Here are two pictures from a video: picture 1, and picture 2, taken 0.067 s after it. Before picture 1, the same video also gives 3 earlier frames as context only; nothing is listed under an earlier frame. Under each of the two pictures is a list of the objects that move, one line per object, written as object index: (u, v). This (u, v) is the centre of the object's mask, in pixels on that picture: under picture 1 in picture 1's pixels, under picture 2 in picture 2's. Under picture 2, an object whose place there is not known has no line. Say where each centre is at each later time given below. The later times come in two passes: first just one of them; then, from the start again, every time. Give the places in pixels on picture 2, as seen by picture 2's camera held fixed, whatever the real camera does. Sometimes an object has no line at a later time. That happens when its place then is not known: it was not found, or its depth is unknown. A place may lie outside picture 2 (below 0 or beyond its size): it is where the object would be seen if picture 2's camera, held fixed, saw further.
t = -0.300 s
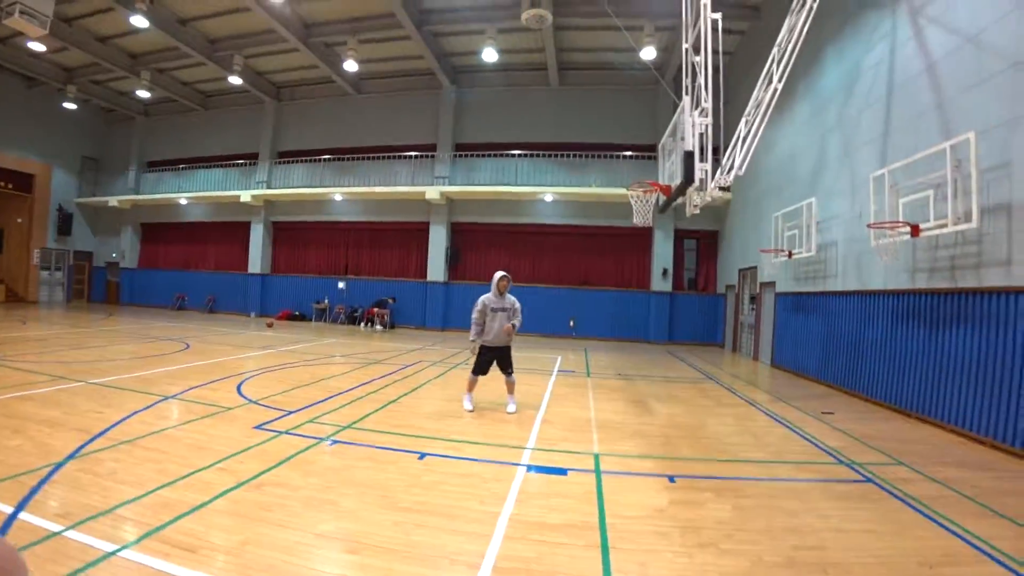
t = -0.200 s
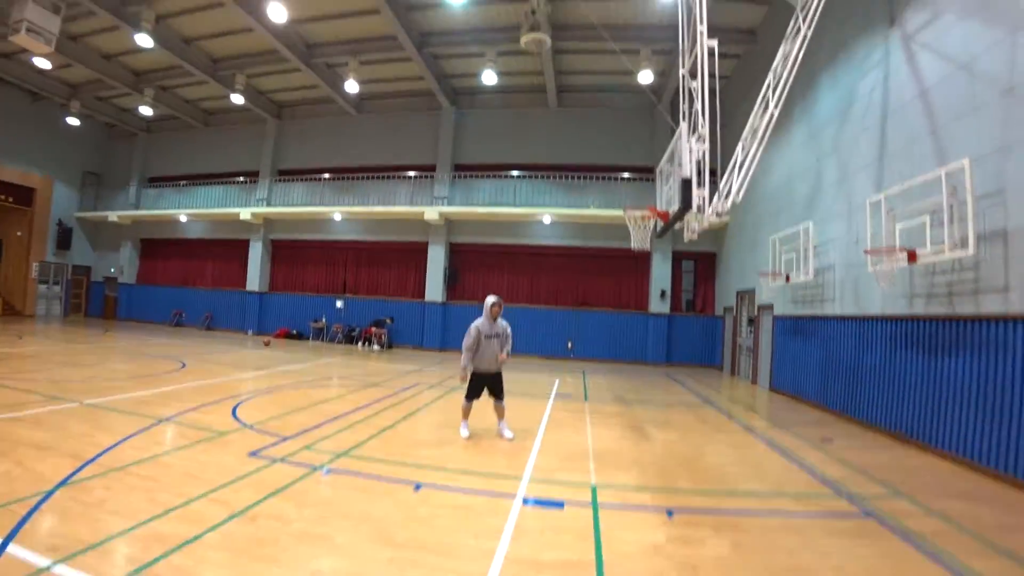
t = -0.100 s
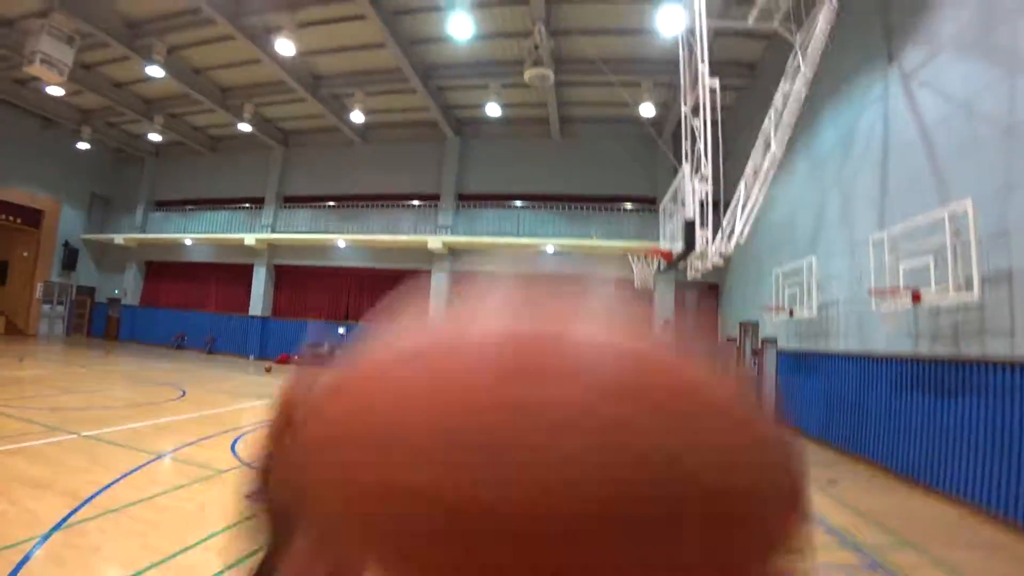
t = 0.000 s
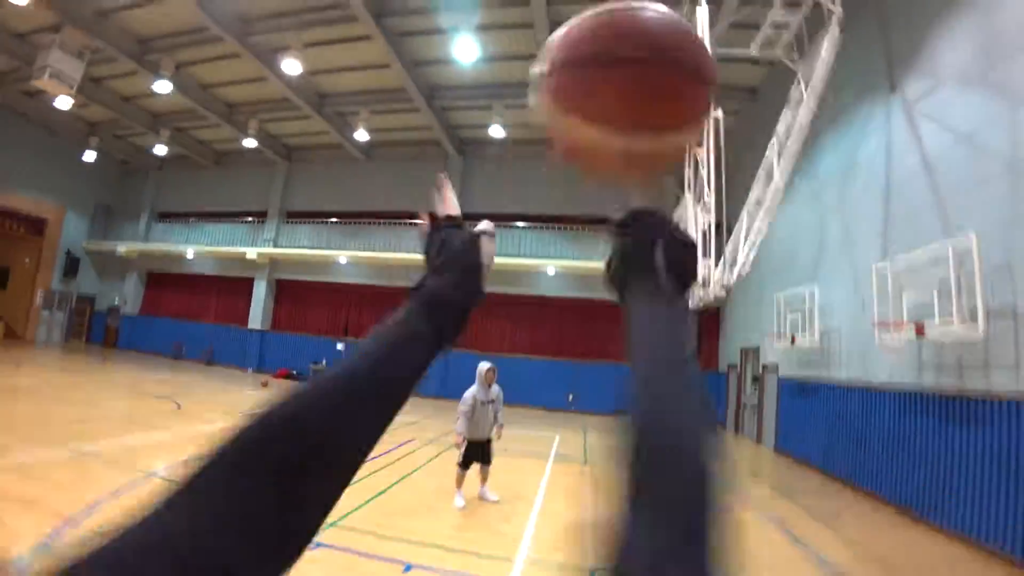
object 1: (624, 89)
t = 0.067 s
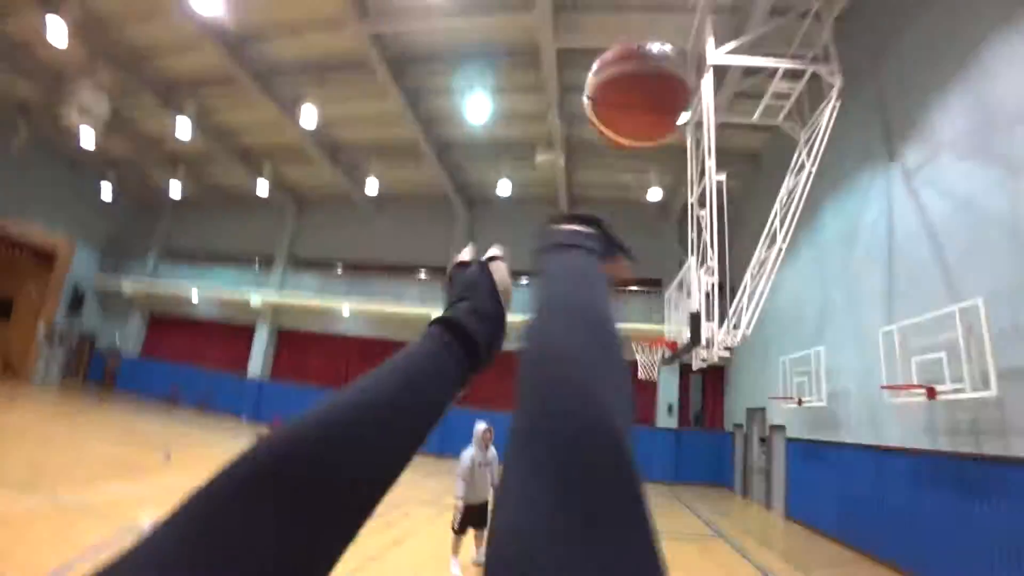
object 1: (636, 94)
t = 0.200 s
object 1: (641, 60)
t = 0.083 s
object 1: (633, 84)
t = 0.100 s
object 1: (635, 77)
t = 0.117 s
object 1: (639, 72)
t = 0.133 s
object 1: (640, 69)
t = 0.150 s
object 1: (640, 67)
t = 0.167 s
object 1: (640, 66)
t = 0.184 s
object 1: (641, 64)
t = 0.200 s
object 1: (641, 60)
